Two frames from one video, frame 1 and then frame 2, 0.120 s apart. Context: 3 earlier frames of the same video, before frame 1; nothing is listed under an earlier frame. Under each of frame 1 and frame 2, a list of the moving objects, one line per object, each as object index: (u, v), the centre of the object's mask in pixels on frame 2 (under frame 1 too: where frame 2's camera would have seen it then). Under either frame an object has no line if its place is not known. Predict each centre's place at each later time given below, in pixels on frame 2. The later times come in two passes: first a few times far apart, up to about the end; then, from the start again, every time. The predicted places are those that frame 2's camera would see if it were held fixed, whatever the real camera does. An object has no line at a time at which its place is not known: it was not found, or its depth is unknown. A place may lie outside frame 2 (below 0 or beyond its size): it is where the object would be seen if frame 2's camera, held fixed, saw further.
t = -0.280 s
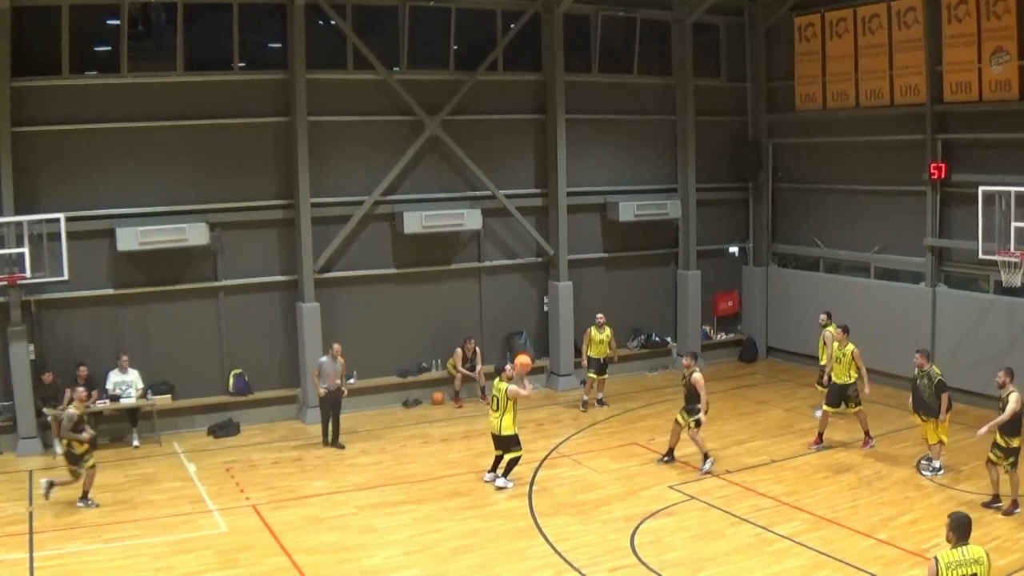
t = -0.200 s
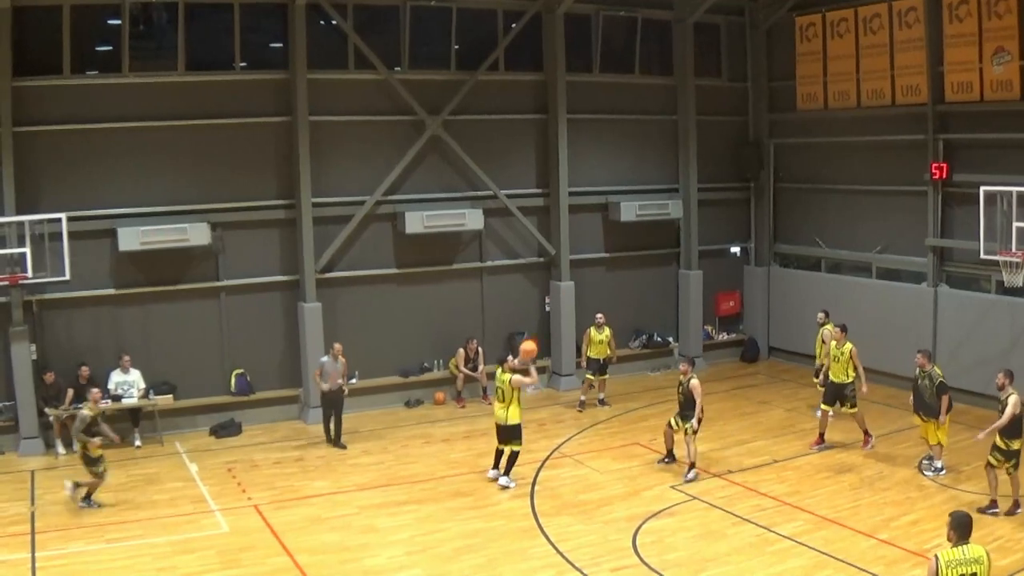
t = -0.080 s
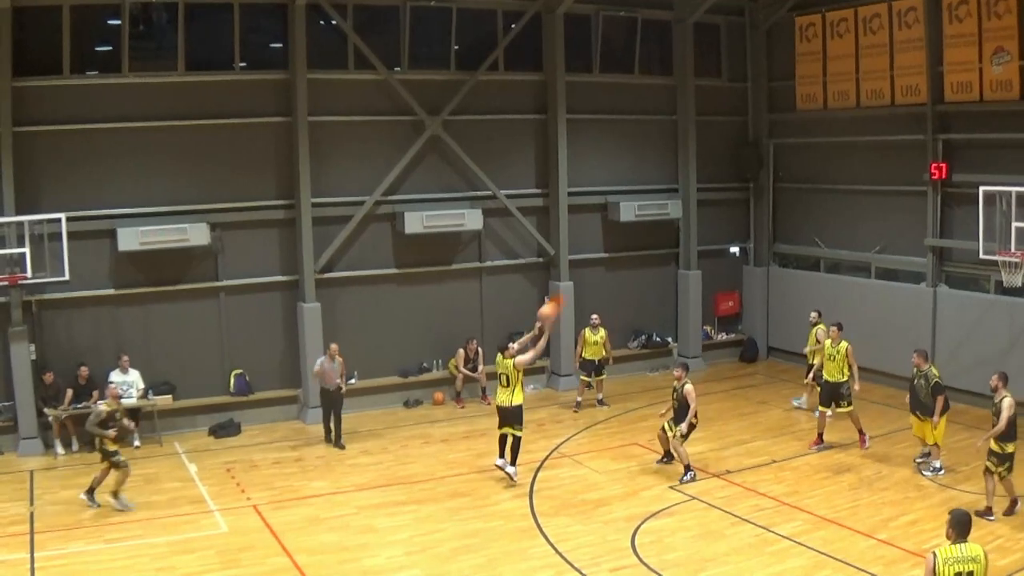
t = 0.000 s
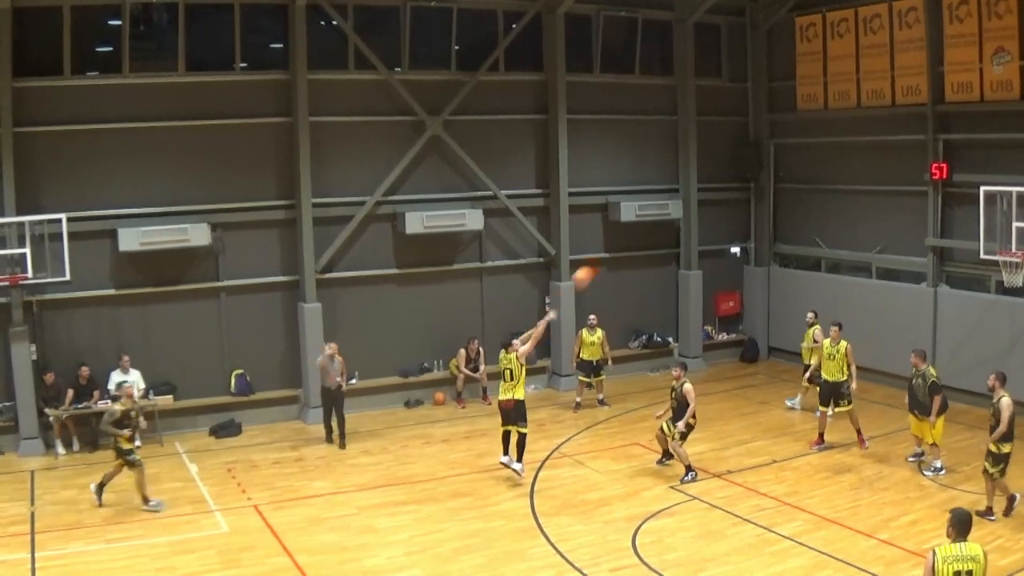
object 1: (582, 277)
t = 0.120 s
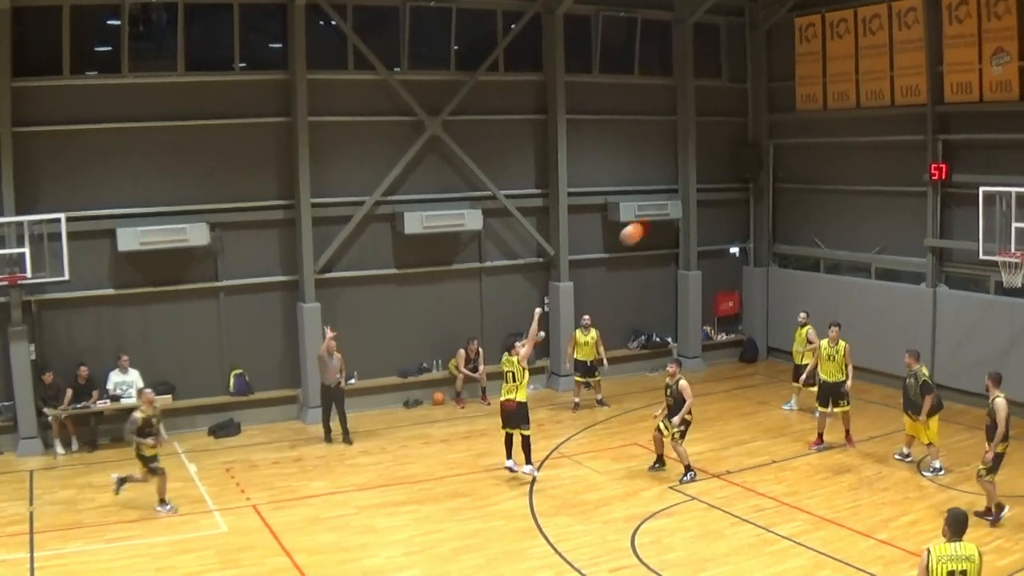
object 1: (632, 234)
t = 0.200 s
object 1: (668, 209)
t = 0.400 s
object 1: (749, 171)
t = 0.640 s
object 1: (845, 163)
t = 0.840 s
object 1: (921, 188)
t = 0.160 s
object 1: (649, 221)
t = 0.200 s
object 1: (668, 209)
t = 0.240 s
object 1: (683, 199)
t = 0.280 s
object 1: (699, 190)
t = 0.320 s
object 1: (716, 183)
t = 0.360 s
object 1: (732, 176)
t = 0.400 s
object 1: (749, 171)
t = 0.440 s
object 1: (765, 166)
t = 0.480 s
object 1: (781, 163)
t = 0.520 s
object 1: (797, 161)
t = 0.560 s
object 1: (813, 161)
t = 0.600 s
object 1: (829, 161)
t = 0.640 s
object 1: (845, 163)
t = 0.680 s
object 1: (861, 165)
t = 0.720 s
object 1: (876, 169)
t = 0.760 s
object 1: (892, 174)
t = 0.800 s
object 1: (907, 180)
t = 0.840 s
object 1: (921, 188)
